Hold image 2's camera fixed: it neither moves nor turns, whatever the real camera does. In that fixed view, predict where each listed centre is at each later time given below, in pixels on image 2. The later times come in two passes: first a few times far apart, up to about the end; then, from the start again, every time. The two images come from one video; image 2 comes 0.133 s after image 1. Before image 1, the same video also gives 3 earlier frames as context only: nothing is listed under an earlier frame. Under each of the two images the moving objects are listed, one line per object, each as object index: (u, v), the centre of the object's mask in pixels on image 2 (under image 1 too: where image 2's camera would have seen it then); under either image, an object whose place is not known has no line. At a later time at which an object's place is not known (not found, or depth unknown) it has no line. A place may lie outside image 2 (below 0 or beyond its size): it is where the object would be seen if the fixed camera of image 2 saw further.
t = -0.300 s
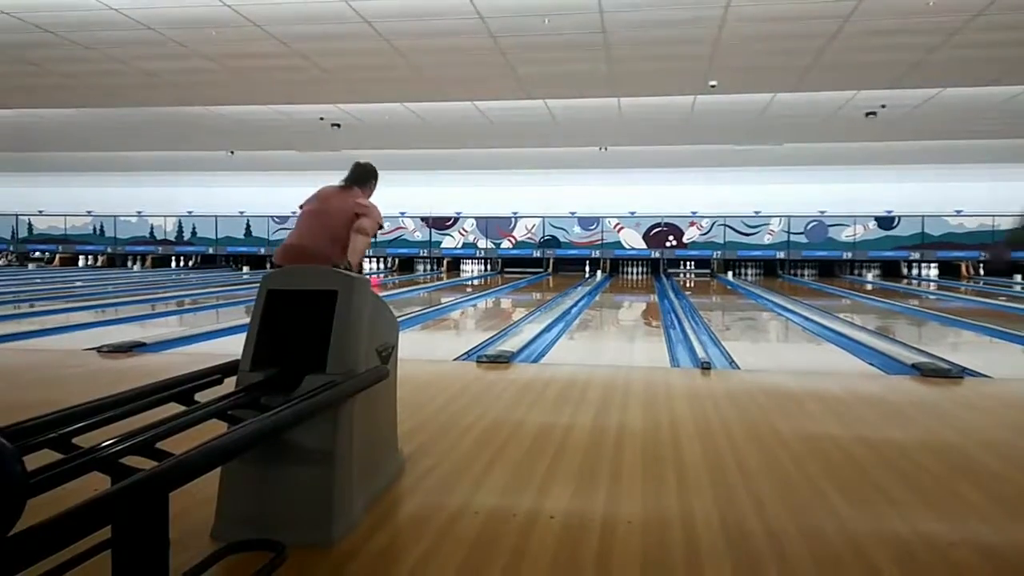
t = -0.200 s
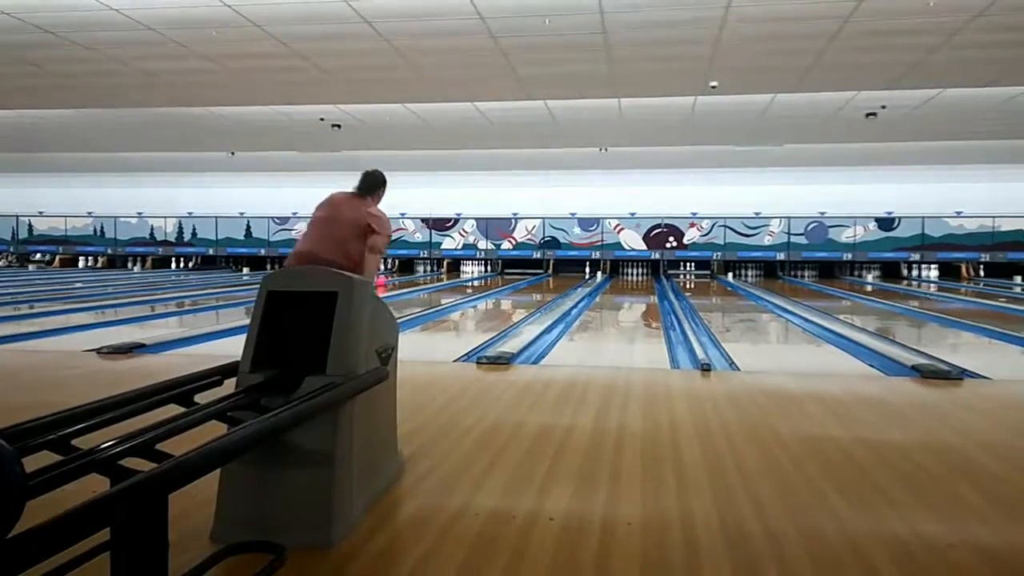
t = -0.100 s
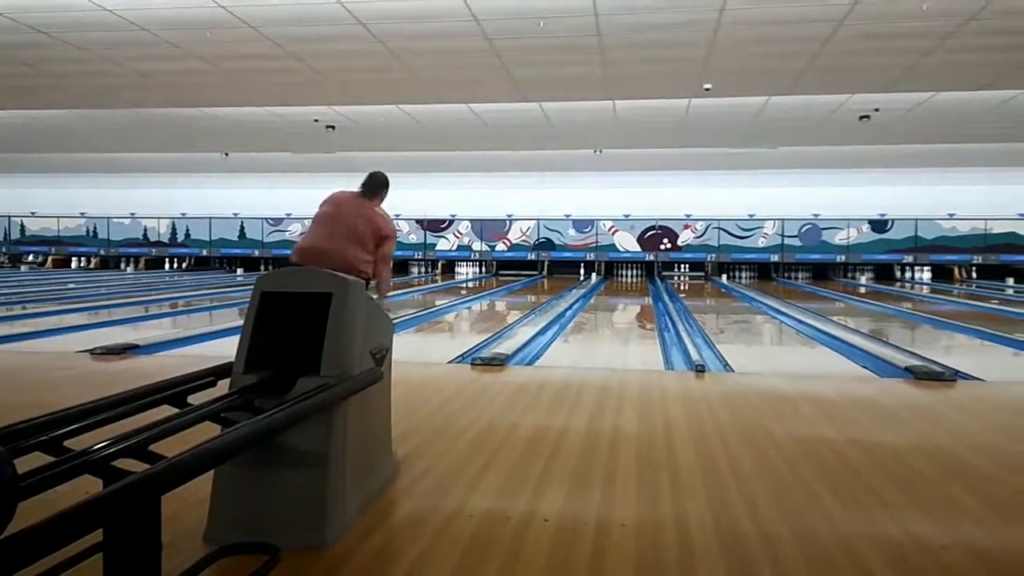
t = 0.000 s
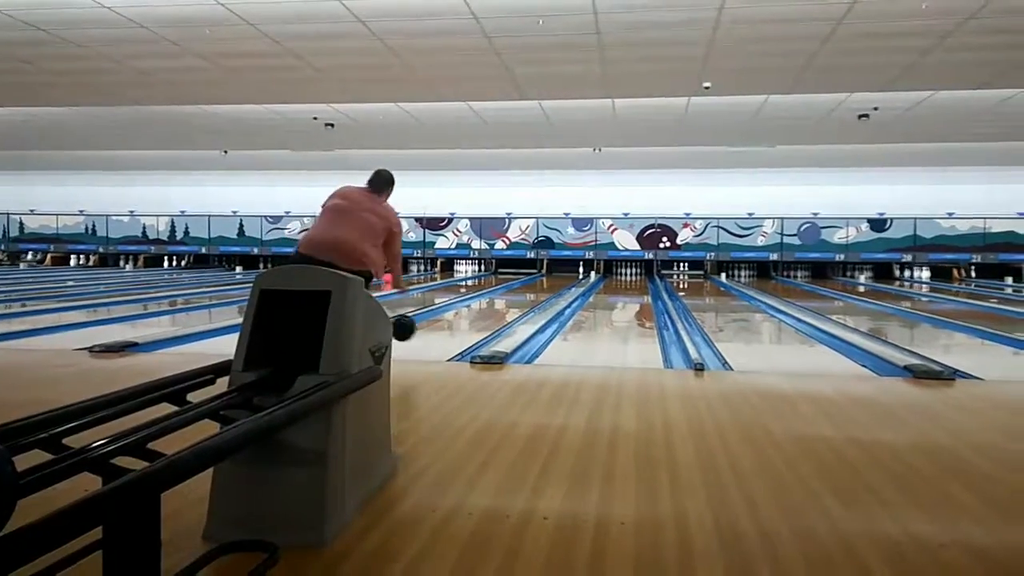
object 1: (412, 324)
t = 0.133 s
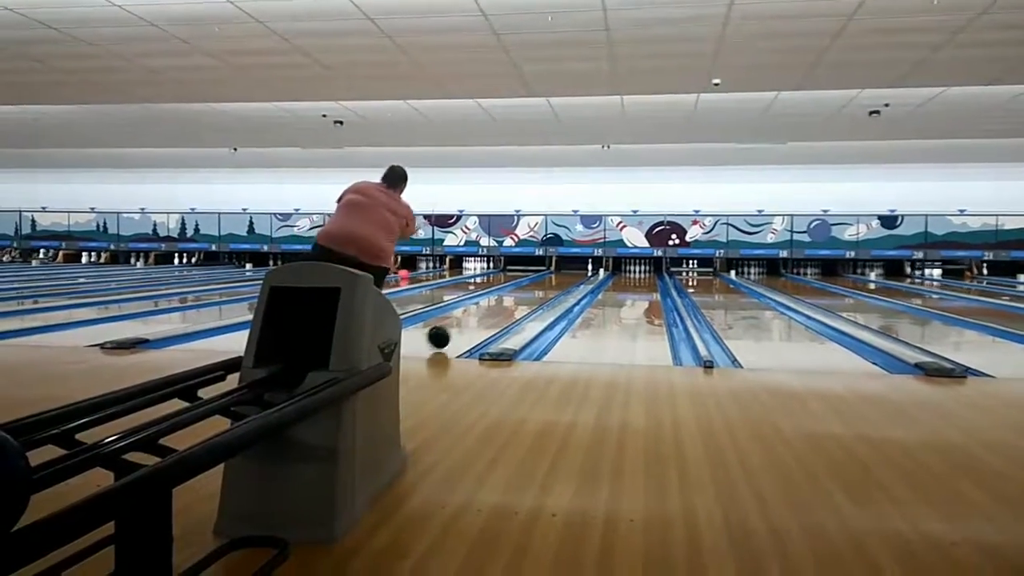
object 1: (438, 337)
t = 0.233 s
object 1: (455, 326)
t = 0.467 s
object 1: (484, 317)
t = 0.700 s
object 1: (506, 307)
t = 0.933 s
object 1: (523, 300)
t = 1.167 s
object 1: (537, 295)
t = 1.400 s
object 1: (548, 289)
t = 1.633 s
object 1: (557, 285)
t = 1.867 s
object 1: (563, 281)
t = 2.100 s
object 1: (569, 280)
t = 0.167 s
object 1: (444, 331)
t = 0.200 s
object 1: (450, 328)
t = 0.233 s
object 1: (455, 326)
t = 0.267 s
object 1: (460, 326)
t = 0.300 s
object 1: (464, 326)
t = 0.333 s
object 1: (468, 325)
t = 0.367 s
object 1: (473, 322)
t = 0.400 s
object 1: (475, 320)
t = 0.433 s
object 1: (481, 319)
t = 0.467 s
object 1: (484, 317)
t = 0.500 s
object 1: (488, 316)
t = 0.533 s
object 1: (491, 314)
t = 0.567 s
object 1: (495, 313)
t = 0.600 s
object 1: (498, 311)
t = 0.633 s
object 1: (501, 310)
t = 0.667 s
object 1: (504, 308)
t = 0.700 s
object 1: (506, 307)
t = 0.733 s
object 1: (509, 306)
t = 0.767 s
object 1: (512, 306)
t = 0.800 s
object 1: (514, 304)
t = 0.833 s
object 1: (517, 303)
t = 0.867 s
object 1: (519, 302)
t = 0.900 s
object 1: (521, 301)
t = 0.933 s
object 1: (523, 300)
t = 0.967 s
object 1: (525, 300)
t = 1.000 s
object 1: (527, 298)
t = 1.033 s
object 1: (530, 298)
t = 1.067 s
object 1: (531, 297)
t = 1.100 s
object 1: (533, 296)
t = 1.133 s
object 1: (535, 296)
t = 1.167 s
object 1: (537, 295)
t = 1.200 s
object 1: (539, 294)
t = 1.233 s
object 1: (540, 293)
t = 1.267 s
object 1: (542, 292)
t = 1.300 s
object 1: (543, 291)
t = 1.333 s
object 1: (545, 291)
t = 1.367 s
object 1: (546, 290)
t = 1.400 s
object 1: (548, 289)
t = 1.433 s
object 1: (549, 289)
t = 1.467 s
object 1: (550, 288)
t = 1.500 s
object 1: (552, 287)
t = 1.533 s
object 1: (553, 287)
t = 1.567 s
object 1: (554, 286)
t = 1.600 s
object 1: (555, 286)
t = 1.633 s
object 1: (557, 285)
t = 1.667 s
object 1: (558, 285)
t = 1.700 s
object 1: (558, 285)
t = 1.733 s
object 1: (559, 284)
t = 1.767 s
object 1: (560, 284)
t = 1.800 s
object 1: (562, 283)
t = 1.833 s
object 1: (563, 282)
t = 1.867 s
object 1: (563, 281)
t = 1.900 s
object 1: (563, 282)
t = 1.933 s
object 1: (565, 282)
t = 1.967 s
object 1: (565, 281)
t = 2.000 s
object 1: (567, 281)
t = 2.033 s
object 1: (568, 280)
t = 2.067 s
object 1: (568, 280)
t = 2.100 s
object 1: (569, 280)
